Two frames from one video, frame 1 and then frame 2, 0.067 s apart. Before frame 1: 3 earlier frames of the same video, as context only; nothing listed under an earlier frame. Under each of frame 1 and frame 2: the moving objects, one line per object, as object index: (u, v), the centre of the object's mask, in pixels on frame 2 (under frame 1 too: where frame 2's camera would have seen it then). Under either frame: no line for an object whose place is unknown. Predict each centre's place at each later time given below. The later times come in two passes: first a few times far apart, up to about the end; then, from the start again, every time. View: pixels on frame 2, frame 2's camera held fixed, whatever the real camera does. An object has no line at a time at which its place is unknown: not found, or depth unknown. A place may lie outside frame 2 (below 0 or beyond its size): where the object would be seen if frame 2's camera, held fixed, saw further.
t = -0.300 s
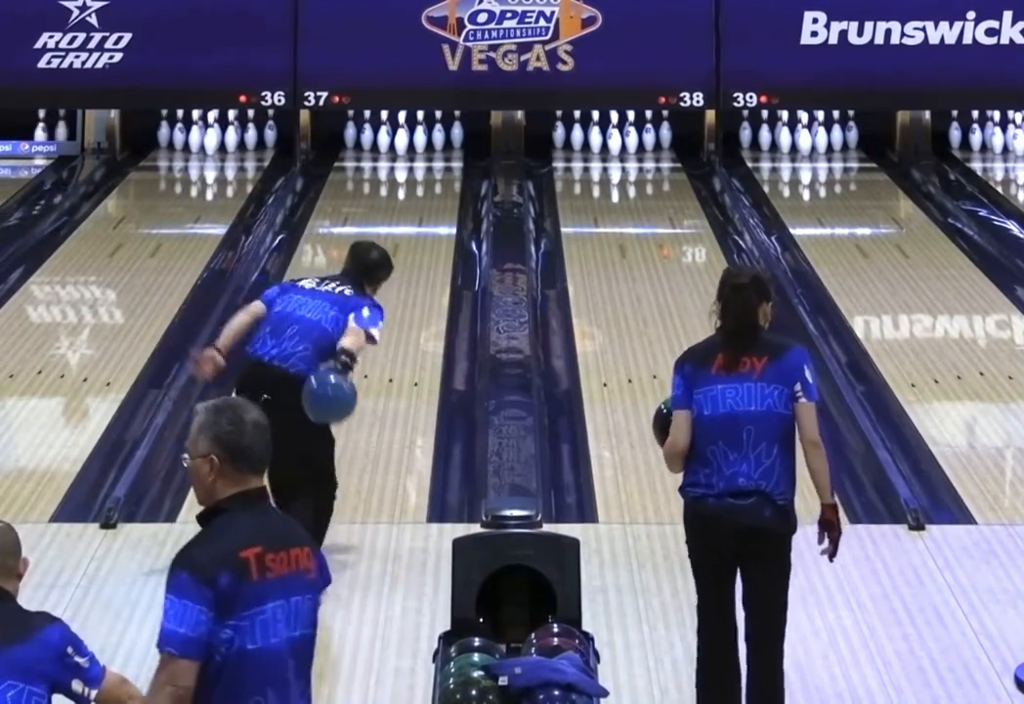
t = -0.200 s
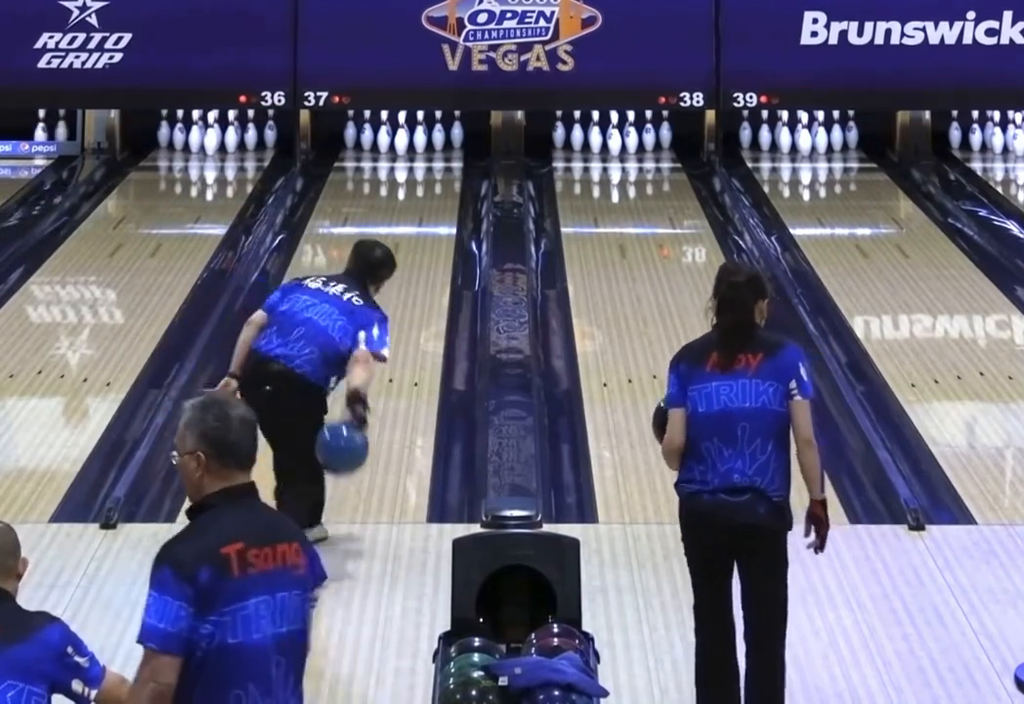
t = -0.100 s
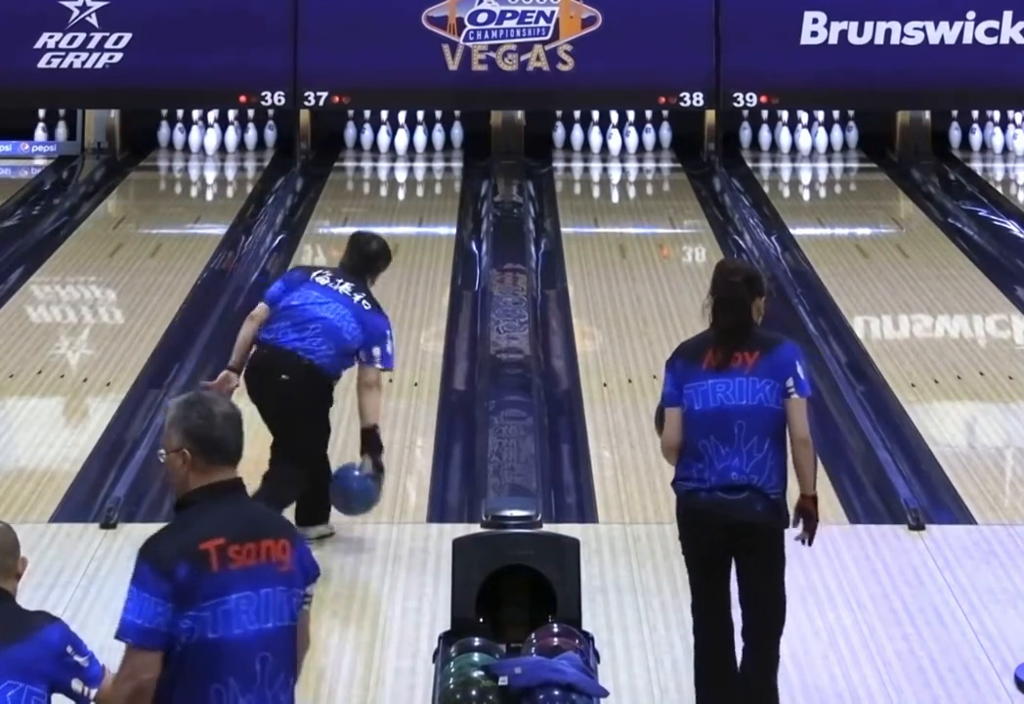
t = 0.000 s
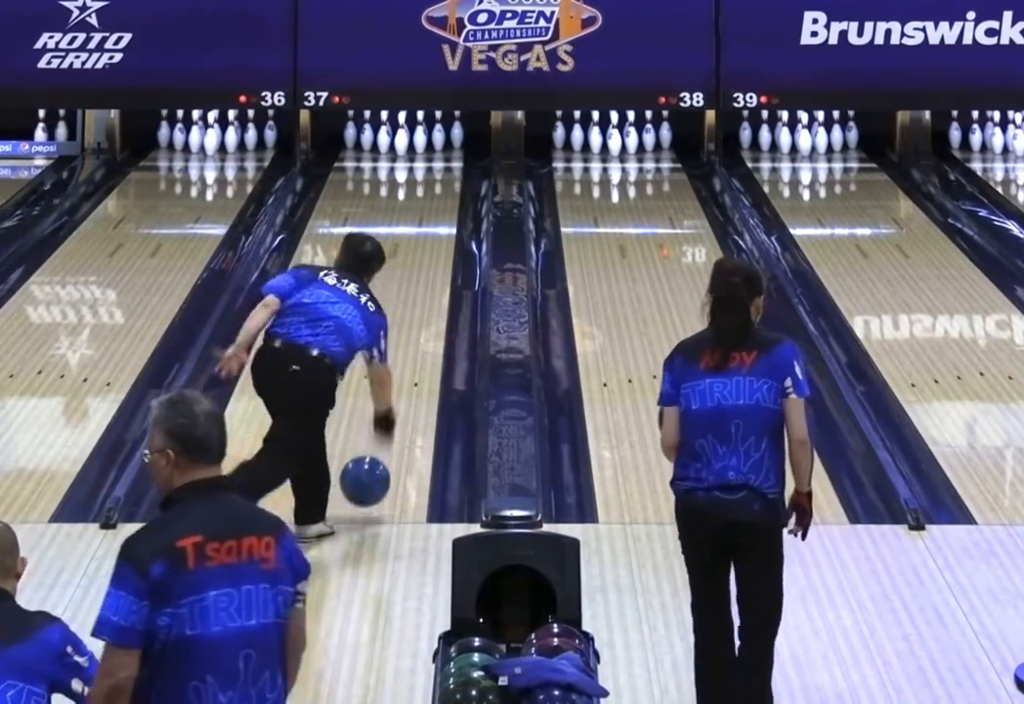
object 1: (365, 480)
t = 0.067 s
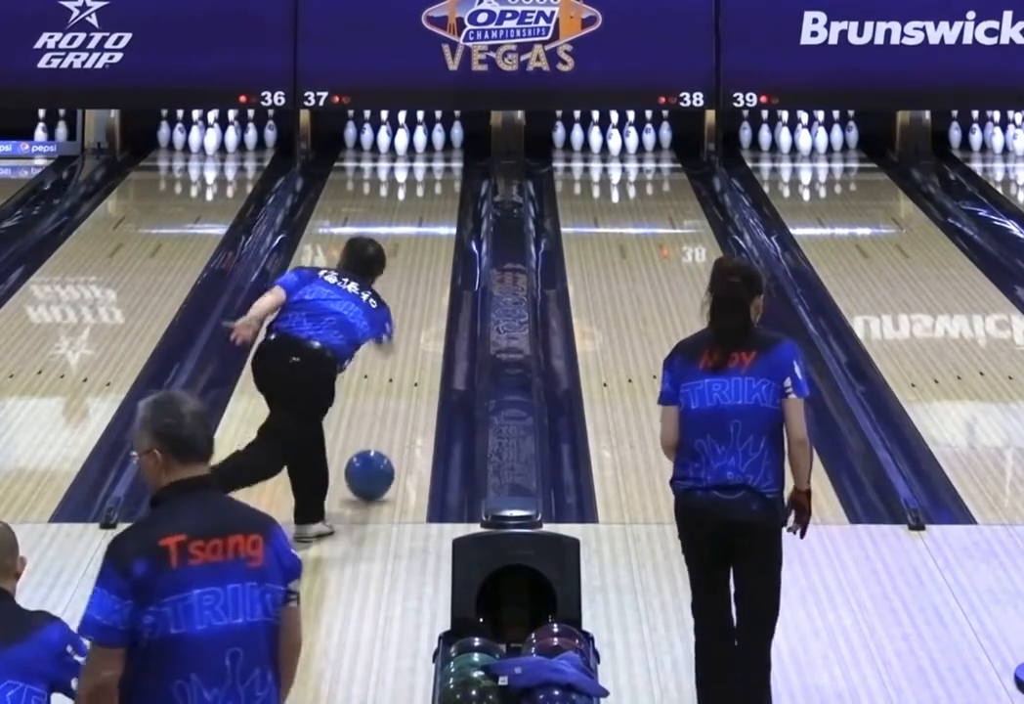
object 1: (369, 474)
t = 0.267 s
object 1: (381, 426)
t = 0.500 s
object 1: (393, 376)
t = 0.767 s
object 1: (403, 328)
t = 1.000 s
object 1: (411, 294)
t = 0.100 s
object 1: (371, 466)
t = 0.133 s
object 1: (374, 458)
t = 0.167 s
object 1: (375, 450)
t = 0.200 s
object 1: (377, 442)
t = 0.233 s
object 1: (379, 434)
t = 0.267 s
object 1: (381, 426)
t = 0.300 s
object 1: (383, 418)
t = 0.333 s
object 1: (385, 410)
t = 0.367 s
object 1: (387, 403)
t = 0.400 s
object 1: (388, 397)
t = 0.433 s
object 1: (390, 390)
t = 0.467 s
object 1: (391, 383)
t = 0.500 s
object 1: (393, 376)
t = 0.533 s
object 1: (395, 370)
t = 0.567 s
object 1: (396, 363)
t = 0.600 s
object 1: (397, 357)
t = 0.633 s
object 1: (399, 351)
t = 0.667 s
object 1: (400, 346)
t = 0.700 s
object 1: (401, 340)
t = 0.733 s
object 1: (402, 334)
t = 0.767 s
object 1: (403, 328)
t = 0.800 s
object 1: (405, 323)
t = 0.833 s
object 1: (406, 318)
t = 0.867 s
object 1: (407, 313)
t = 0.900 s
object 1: (408, 308)
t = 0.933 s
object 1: (409, 303)
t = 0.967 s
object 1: (410, 298)
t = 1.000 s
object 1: (411, 294)
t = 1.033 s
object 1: (412, 289)
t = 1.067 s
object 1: (413, 287)
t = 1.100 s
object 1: (415, 285)
